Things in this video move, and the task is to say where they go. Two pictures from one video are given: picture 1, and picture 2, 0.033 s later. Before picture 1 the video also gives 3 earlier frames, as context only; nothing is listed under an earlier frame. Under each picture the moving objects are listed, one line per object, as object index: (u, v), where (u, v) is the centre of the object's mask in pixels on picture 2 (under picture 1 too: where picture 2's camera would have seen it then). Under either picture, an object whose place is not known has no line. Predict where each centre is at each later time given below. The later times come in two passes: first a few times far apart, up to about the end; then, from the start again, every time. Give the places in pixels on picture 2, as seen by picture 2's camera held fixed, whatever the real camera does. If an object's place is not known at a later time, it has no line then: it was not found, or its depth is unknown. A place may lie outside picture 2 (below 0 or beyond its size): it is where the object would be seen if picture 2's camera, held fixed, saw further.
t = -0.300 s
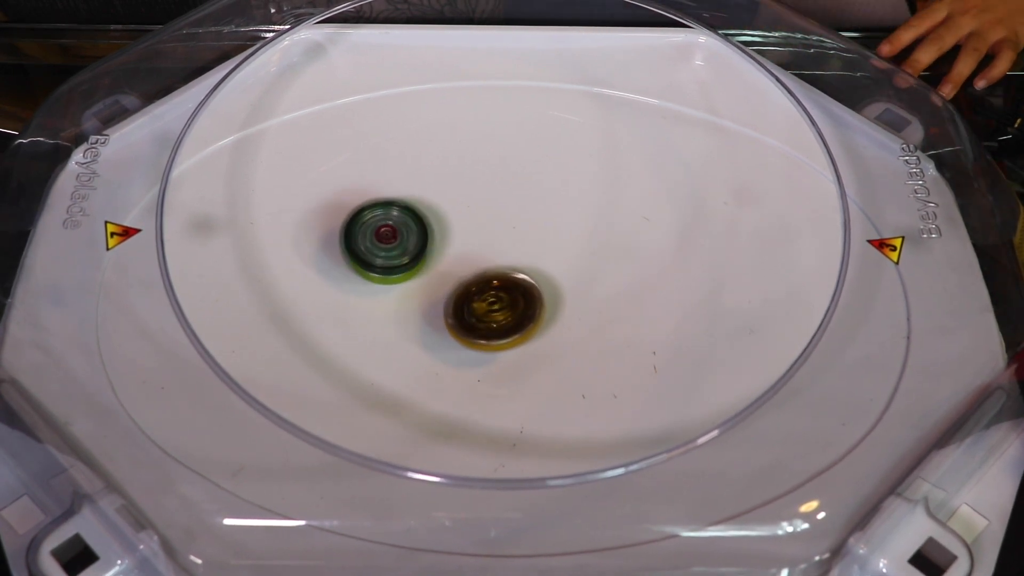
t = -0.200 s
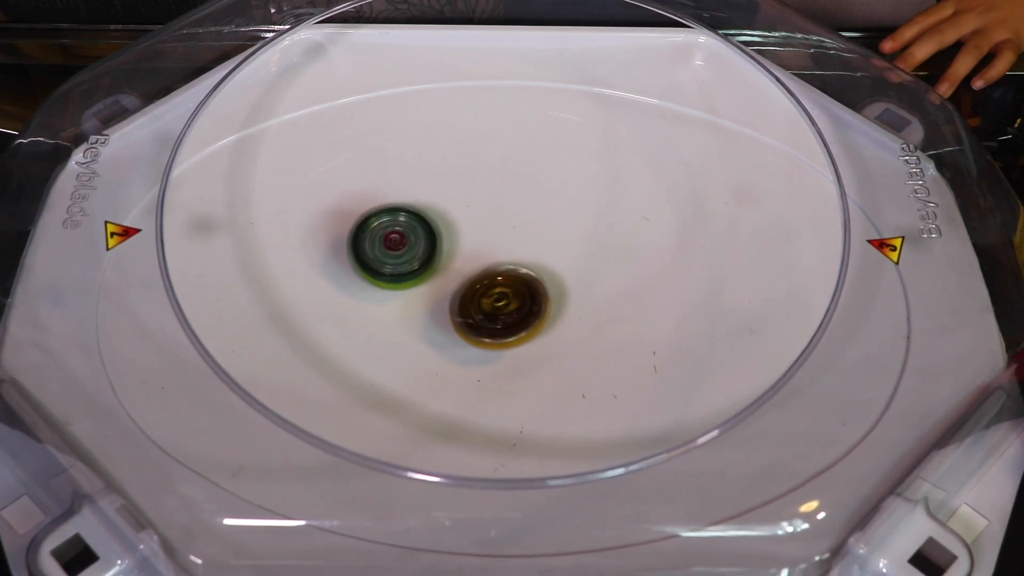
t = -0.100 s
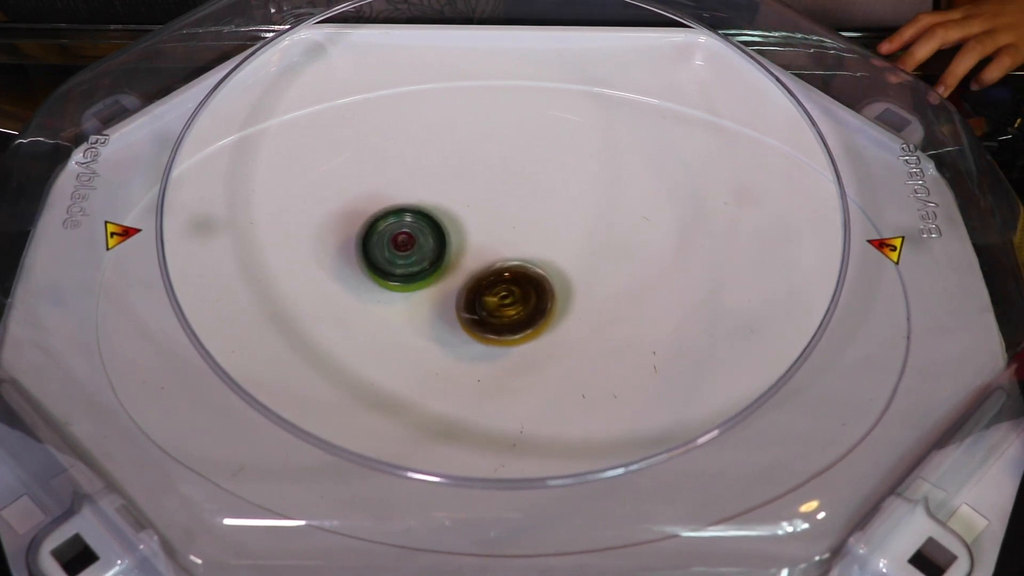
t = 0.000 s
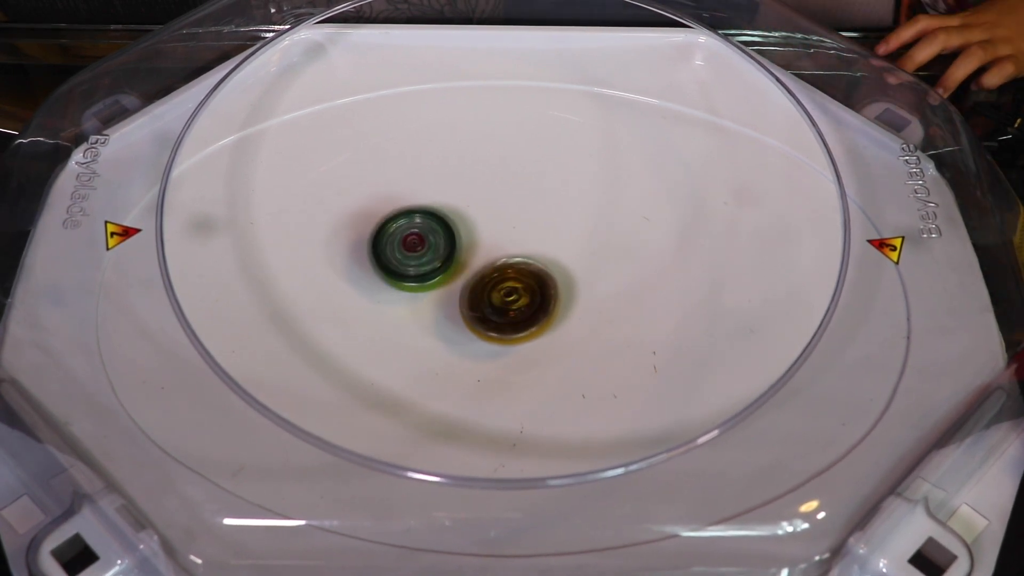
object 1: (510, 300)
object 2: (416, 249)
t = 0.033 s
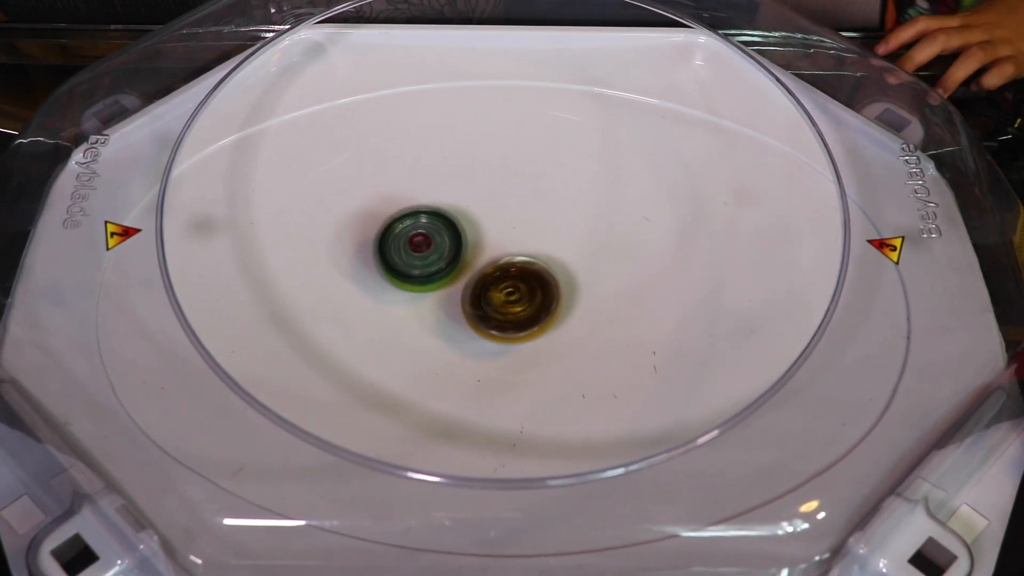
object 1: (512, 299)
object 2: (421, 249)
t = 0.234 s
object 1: (534, 303)
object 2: (442, 250)
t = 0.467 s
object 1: (565, 312)
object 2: (456, 261)
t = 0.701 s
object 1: (565, 313)
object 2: (468, 270)
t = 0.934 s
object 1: (565, 314)
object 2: (447, 270)
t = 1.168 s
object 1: (549, 313)
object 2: (437, 271)
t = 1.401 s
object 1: (539, 314)
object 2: (433, 273)
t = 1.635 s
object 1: (533, 313)
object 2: (436, 276)
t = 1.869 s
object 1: (540, 311)
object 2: (439, 279)
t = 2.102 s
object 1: (547, 308)
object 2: (440, 282)
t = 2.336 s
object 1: (542, 307)
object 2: (443, 288)
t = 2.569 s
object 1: (561, 308)
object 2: (427, 284)
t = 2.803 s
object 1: (553, 310)
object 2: (439, 290)
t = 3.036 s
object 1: (546, 311)
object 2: (442, 294)
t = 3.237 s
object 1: (565, 308)
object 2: (428, 292)
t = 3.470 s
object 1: (557, 306)
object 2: (428, 295)
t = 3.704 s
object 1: (549, 307)
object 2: (437, 297)
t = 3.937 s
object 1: (560, 309)
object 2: (436, 298)
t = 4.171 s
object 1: (565, 306)
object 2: (445, 295)
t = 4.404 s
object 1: (564, 308)
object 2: (449, 300)
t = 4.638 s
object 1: (557, 307)
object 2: (456, 304)
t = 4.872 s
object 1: (598, 296)
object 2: (421, 306)
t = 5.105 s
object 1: (592, 295)
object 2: (420, 304)
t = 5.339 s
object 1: (580, 296)
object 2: (430, 300)
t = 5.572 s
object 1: (565, 298)
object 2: (446, 299)
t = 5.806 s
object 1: (586, 300)
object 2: (434, 300)
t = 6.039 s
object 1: (584, 299)
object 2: (440, 309)
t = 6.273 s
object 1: (570, 301)
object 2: (446, 317)
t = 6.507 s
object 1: (560, 306)
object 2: (454, 322)
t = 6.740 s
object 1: (568, 301)
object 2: (448, 325)
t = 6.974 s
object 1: (566, 297)
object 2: (450, 324)
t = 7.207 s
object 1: (558, 298)
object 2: (458, 319)
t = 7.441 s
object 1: (577, 291)
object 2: (449, 307)
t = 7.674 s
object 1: (568, 294)
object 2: (459, 304)
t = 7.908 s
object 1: (568, 300)
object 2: (466, 303)
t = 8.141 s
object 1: (580, 299)
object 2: (458, 304)
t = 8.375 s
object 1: (571, 301)
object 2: (461, 308)
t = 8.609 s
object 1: (578, 303)
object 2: (453, 310)
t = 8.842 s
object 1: (571, 304)
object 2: (459, 310)
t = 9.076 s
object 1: (568, 304)
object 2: (457, 310)
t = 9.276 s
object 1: (567, 302)
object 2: (457, 309)
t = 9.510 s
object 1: (566, 303)
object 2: (457, 307)
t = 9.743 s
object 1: (568, 303)
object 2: (454, 306)
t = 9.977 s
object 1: (562, 307)
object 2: (460, 308)
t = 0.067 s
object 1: (512, 298)
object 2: (425, 250)
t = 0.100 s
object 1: (514, 297)
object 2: (430, 251)
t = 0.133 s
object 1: (515, 297)
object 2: (433, 252)
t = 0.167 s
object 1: (523, 299)
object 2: (433, 249)
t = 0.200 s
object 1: (529, 302)
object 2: (435, 248)
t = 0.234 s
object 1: (534, 303)
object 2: (442, 250)
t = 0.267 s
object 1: (536, 304)
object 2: (449, 255)
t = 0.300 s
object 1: (539, 305)
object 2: (454, 260)
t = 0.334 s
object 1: (547, 307)
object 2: (455, 261)
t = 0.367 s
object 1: (556, 310)
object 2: (452, 260)
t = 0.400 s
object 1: (561, 312)
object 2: (452, 260)
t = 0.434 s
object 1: (565, 312)
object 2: (453, 260)
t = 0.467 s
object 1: (565, 312)
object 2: (456, 261)
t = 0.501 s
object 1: (566, 312)
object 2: (459, 263)
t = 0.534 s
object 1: (565, 311)
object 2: (462, 264)
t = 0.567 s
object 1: (564, 311)
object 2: (466, 266)
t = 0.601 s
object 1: (562, 310)
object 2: (469, 268)
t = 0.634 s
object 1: (561, 311)
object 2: (471, 269)
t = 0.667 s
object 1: (559, 310)
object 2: (472, 271)
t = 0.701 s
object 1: (565, 313)
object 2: (468, 270)
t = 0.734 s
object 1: (569, 316)
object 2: (464, 268)
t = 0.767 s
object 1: (572, 316)
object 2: (461, 269)
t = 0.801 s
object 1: (572, 316)
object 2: (458, 269)
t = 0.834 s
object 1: (572, 316)
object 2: (455, 269)
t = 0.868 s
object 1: (569, 315)
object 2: (452, 270)
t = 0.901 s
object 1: (568, 315)
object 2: (450, 270)
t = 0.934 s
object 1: (565, 314)
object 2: (447, 270)
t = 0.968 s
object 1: (563, 314)
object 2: (446, 270)
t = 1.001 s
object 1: (561, 313)
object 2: (444, 271)
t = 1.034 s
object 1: (558, 313)
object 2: (443, 271)
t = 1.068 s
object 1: (556, 313)
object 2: (441, 271)
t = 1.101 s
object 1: (553, 312)
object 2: (440, 272)
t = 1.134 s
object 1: (551, 313)
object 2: (438, 272)
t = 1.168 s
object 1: (549, 313)
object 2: (437, 271)
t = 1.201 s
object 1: (546, 313)
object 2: (436, 272)
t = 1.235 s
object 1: (545, 314)
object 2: (435, 271)
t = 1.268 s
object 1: (543, 314)
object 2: (434, 272)
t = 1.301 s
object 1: (542, 314)
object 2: (432, 272)
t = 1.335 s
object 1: (541, 314)
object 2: (433, 272)
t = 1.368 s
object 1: (539, 314)
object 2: (432, 273)
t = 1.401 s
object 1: (539, 314)
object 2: (433, 273)
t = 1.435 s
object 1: (538, 314)
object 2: (432, 273)
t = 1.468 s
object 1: (537, 314)
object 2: (433, 273)
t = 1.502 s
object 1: (537, 314)
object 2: (433, 274)
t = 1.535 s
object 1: (535, 314)
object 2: (434, 274)
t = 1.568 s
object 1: (535, 314)
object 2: (434, 275)
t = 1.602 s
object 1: (534, 313)
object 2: (434, 275)
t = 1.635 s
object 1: (533, 313)
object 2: (436, 276)
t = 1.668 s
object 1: (534, 312)
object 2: (436, 277)
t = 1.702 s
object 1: (533, 312)
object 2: (438, 277)
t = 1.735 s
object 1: (533, 312)
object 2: (438, 278)
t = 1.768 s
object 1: (534, 312)
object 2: (438, 277)
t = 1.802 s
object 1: (537, 313)
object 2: (438, 277)
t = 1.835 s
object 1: (539, 312)
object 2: (438, 278)
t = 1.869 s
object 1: (540, 311)
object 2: (439, 279)
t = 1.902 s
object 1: (541, 310)
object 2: (439, 280)
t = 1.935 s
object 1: (540, 309)
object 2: (441, 280)
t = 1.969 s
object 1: (540, 309)
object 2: (442, 281)
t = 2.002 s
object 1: (540, 309)
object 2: (443, 282)
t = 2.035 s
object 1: (543, 309)
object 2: (440, 281)
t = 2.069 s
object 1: (545, 309)
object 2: (438, 281)
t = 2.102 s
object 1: (547, 308)
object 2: (440, 282)
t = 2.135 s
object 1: (547, 306)
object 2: (439, 283)
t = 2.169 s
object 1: (546, 306)
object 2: (440, 284)
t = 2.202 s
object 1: (546, 306)
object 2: (440, 284)
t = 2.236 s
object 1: (544, 305)
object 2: (440, 285)
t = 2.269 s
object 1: (543, 306)
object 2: (442, 286)
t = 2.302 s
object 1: (543, 306)
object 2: (441, 288)
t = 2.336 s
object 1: (542, 307)
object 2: (443, 288)
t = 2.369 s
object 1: (542, 308)
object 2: (442, 289)
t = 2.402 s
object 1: (547, 308)
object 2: (437, 288)
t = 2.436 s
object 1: (555, 310)
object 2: (431, 286)
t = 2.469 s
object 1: (559, 309)
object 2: (426, 285)
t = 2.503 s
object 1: (560, 309)
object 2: (425, 284)
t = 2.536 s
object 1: (561, 309)
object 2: (426, 284)
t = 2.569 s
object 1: (561, 308)
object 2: (427, 284)
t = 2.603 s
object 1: (559, 309)
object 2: (430, 285)
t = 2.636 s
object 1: (559, 309)
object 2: (432, 286)
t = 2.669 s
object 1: (558, 308)
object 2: (434, 287)
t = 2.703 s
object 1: (556, 309)
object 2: (437, 288)
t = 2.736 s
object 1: (555, 310)
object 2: (437, 289)
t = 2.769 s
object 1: (555, 310)
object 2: (438, 289)
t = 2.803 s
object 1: (553, 310)
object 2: (439, 290)
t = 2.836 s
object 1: (552, 311)
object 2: (439, 290)
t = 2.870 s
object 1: (551, 311)
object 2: (439, 291)
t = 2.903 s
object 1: (550, 311)
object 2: (439, 291)
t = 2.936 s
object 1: (549, 311)
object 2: (440, 292)
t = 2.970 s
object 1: (548, 311)
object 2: (440, 292)
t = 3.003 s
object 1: (547, 311)
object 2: (440, 293)
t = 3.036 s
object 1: (546, 311)
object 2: (442, 294)
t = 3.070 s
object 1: (545, 311)
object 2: (443, 294)
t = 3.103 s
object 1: (544, 311)
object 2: (443, 295)
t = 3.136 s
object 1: (551, 311)
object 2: (436, 293)
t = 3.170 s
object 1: (559, 311)
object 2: (428, 292)
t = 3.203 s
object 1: (563, 310)
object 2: (427, 291)
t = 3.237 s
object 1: (565, 308)
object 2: (428, 292)
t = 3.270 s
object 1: (564, 307)
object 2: (426, 292)
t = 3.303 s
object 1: (564, 307)
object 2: (427, 292)
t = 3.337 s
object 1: (562, 306)
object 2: (427, 293)
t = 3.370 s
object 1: (561, 306)
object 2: (426, 293)
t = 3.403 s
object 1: (559, 306)
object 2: (428, 293)
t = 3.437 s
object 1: (557, 307)
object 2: (428, 294)
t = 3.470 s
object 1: (557, 306)
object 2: (428, 295)
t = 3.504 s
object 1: (555, 306)
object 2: (429, 294)
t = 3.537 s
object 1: (554, 306)
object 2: (430, 295)
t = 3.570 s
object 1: (553, 307)
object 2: (430, 296)
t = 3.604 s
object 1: (552, 307)
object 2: (433, 295)
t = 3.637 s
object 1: (551, 307)
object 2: (435, 296)
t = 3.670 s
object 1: (550, 307)
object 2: (435, 297)
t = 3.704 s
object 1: (549, 307)
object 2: (437, 297)
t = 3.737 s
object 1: (548, 306)
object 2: (437, 298)
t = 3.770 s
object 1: (547, 306)
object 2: (438, 299)
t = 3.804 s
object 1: (546, 307)
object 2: (441, 299)
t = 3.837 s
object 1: (545, 306)
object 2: (442, 301)
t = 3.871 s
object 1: (545, 306)
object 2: (443, 301)
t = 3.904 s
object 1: (552, 308)
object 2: (440, 300)
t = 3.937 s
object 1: (560, 309)
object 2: (436, 298)
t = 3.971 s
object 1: (566, 308)
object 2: (435, 296)
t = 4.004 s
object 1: (568, 307)
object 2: (434, 295)
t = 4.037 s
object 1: (569, 307)
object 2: (436, 294)
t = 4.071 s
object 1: (570, 306)
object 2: (438, 294)
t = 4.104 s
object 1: (569, 305)
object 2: (440, 294)
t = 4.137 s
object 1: (566, 305)
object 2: (442, 294)
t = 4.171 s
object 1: (565, 306)
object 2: (445, 295)
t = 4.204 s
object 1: (563, 306)
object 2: (448, 295)
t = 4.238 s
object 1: (562, 306)
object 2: (450, 297)
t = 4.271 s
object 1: (560, 307)
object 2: (452, 298)
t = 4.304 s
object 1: (558, 307)
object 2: (455, 298)
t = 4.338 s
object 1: (560, 308)
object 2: (454, 300)
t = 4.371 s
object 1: (563, 308)
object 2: (451, 299)
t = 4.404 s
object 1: (564, 308)
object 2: (449, 300)
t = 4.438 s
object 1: (565, 308)
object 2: (450, 299)
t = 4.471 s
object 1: (564, 307)
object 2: (449, 301)
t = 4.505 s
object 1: (563, 306)
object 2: (451, 301)
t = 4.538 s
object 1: (561, 307)
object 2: (451, 302)
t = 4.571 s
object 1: (560, 307)
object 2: (454, 303)
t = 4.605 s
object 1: (559, 307)
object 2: (454, 303)
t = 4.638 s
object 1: (557, 307)
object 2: (456, 304)
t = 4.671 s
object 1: (571, 306)
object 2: (442, 305)
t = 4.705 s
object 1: (584, 303)
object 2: (429, 306)
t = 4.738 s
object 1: (593, 301)
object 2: (424, 305)
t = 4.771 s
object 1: (596, 299)
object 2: (424, 306)
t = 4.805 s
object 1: (597, 298)
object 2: (422, 306)
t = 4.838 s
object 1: (598, 297)
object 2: (421, 307)
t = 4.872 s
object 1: (598, 296)
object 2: (421, 306)
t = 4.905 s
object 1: (598, 295)
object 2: (420, 307)
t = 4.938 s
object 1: (597, 295)
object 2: (419, 306)
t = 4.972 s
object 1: (596, 295)
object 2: (418, 307)
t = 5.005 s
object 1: (595, 295)
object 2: (419, 305)
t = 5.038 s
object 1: (594, 295)
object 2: (419, 306)
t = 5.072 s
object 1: (593, 295)
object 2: (420, 304)
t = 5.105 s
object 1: (592, 295)
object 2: (420, 304)
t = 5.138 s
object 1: (590, 295)
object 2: (421, 303)
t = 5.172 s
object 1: (589, 295)
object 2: (422, 303)
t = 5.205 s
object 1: (587, 295)
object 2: (424, 302)
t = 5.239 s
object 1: (586, 296)
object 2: (424, 301)
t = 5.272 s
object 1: (585, 296)
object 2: (427, 300)
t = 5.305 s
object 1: (583, 295)
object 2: (428, 301)
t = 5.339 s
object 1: (580, 296)
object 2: (430, 300)
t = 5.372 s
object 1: (578, 296)
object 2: (430, 300)
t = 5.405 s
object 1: (576, 296)
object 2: (434, 299)
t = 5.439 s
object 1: (574, 297)
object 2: (436, 299)
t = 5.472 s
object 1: (572, 297)
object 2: (438, 299)
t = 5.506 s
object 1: (570, 297)
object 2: (440, 299)
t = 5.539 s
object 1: (567, 297)
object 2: (444, 298)
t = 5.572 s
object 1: (565, 298)
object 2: (446, 299)
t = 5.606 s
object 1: (563, 298)
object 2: (449, 300)
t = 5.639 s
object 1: (561, 299)
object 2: (450, 301)
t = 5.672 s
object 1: (559, 300)
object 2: (454, 300)
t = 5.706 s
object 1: (558, 300)
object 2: (456, 302)
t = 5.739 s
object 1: (571, 300)
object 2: (448, 300)
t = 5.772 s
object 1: (580, 301)
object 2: (437, 300)
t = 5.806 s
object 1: (586, 300)
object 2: (434, 300)
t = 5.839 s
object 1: (589, 299)
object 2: (436, 300)
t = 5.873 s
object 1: (590, 299)
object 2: (437, 303)
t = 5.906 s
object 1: (590, 299)
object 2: (438, 303)
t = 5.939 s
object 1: (589, 299)
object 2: (437, 305)
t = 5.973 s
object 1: (588, 298)
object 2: (438, 306)
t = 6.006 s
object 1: (586, 298)
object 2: (439, 307)
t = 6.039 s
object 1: (584, 299)
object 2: (440, 309)
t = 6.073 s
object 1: (582, 299)
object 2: (441, 310)
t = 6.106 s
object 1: (580, 299)
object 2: (441, 311)
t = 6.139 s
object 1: (578, 299)
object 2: (442, 312)
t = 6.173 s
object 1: (576, 300)
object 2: (444, 312)
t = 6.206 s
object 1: (575, 301)
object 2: (445, 314)
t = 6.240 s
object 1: (573, 301)
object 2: (446, 315)
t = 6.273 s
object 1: (570, 301)
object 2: (446, 317)
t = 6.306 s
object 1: (568, 302)
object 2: (447, 318)
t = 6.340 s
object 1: (566, 302)
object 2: (450, 318)
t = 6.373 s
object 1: (564, 303)
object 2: (452, 320)
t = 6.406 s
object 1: (562, 304)
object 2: (454, 320)
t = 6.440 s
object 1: (561, 305)
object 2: (454, 322)
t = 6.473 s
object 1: (559, 306)
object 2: (455, 322)
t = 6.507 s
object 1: (560, 306)
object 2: (454, 322)
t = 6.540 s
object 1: (561, 305)
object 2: (455, 322)
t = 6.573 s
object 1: (561, 305)
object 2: (456, 323)
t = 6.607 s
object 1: (560, 305)
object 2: (457, 323)
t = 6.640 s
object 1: (558, 305)
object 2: (456, 324)
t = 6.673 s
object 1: (559, 304)
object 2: (457, 324)
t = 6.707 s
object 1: (565, 303)
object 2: (450, 324)
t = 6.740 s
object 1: (568, 301)
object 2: (448, 325)
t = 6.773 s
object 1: (569, 300)
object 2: (448, 325)
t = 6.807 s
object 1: (569, 299)
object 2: (448, 325)
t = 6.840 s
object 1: (569, 298)
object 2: (447, 326)
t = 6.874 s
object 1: (568, 298)
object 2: (448, 325)
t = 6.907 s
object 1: (567, 298)
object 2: (449, 325)
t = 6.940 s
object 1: (567, 298)
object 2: (449, 325)
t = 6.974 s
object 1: (566, 297)
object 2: (450, 324)
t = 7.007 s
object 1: (565, 297)
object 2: (450, 324)
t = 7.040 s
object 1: (564, 297)
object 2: (450, 324)
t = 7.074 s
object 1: (563, 297)
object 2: (451, 322)
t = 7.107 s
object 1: (562, 297)
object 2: (454, 321)
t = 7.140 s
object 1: (560, 298)
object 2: (456, 320)
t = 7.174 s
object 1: (559, 298)
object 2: (457, 320)
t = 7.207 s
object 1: (558, 298)
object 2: (458, 319)
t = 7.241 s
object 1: (561, 297)
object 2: (456, 318)
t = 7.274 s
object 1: (570, 295)
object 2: (448, 317)
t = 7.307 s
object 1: (575, 294)
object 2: (446, 314)
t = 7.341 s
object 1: (577, 293)
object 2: (444, 312)
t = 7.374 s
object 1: (578, 292)
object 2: (444, 310)
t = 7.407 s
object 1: (578, 291)
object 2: (446, 308)
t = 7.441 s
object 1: (577, 291)
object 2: (449, 307)
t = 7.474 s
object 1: (575, 291)
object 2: (450, 307)
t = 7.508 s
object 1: (574, 291)
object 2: (451, 307)
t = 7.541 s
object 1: (573, 292)
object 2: (452, 306)
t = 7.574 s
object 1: (572, 292)
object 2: (455, 305)
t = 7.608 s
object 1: (570, 293)
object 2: (456, 305)
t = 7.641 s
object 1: (569, 294)
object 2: (457, 305)
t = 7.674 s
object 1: (568, 294)
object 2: (459, 304)
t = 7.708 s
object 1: (567, 295)
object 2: (461, 303)
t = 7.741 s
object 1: (566, 296)
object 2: (462, 303)
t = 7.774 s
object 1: (565, 297)
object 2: (463, 303)
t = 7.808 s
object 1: (567, 298)
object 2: (462, 302)
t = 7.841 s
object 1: (568, 299)
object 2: (464, 301)
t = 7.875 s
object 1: (567, 299)
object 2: (466, 302)
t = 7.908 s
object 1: (568, 300)
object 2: (466, 303)
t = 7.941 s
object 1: (569, 300)
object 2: (466, 303)
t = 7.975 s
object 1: (576, 300)
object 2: (461, 302)
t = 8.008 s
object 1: (579, 300)
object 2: (460, 301)
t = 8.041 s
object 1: (581, 300)
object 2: (459, 301)
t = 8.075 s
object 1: (581, 299)
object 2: (458, 302)
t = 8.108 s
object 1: (581, 299)
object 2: (458, 303)
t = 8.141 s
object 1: (580, 299)
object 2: (458, 304)
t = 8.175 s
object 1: (579, 299)
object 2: (458, 304)
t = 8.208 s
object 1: (577, 299)
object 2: (460, 304)
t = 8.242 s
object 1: (576, 300)
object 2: (461, 304)
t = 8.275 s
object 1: (574, 300)
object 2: (460, 306)
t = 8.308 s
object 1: (573, 300)
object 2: (461, 307)
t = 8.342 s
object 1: (572, 301)
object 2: (461, 307)
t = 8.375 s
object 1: (571, 301)
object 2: (461, 308)
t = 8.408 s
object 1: (569, 302)
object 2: (462, 308)
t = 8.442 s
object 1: (568, 303)
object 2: (464, 308)
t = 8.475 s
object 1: (567, 303)
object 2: (464, 308)
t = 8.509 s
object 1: (568, 303)
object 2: (462, 309)
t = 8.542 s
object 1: (574, 304)
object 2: (456, 310)
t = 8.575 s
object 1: (577, 304)
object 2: (454, 310)
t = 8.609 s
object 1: (578, 303)
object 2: (453, 310)
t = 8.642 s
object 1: (578, 303)
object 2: (453, 310)
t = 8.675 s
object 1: (577, 303)
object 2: (454, 310)
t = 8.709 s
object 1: (576, 303)
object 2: (456, 309)
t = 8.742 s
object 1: (575, 303)
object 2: (458, 309)
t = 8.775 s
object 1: (574, 303)
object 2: (457, 310)
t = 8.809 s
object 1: (573, 304)
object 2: (458, 310)
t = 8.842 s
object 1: (571, 304)
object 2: (459, 310)
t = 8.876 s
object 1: (570, 304)
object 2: (460, 311)
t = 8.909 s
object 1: (569, 304)
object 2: (461, 311)
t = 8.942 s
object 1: (567, 305)
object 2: (462, 311)
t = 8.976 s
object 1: (565, 305)
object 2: (463, 311)
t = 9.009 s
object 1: (565, 305)
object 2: (462, 311)
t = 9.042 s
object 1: (567, 304)
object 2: (458, 311)
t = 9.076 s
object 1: (568, 304)
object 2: (457, 310)
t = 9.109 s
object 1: (568, 303)
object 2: (458, 310)
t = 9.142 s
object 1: (567, 303)
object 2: (459, 309)
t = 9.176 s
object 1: (566, 302)
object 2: (460, 309)
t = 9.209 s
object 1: (564, 302)
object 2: (460, 310)
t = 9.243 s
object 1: (565, 302)
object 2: (460, 309)
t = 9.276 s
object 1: (567, 302)
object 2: (457, 309)
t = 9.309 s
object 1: (567, 302)
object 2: (456, 309)
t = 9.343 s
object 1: (567, 302)
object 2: (456, 308)
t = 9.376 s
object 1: (566, 302)
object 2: (457, 308)
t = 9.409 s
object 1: (565, 302)
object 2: (458, 308)
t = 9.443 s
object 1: (564, 302)
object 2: (460, 307)
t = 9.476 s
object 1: (563, 303)
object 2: (461, 307)
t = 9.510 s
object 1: (566, 303)
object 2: (457, 307)
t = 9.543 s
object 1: (571, 303)
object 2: (453, 306)
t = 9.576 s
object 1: (572, 303)
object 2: (451, 306)
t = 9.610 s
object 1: (572, 302)
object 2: (451, 305)
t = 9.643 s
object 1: (571, 302)
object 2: (452, 305)
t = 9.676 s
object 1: (570, 302)
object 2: (453, 305)
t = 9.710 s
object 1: (569, 303)
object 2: (454, 305)
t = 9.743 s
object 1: (568, 303)
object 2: (454, 306)
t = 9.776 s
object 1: (567, 304)
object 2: (456, 306)
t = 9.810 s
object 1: (566, 304)
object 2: (456, 307)
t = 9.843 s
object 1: (565, 305)
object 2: (457, 307)
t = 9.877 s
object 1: (565, 305)
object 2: (458, 307)
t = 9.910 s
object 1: (564, 306)
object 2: (458, 308)
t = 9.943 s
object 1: (563, 306)
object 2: (460, 308)
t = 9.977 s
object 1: (562, 307)
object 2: (460, 308)
